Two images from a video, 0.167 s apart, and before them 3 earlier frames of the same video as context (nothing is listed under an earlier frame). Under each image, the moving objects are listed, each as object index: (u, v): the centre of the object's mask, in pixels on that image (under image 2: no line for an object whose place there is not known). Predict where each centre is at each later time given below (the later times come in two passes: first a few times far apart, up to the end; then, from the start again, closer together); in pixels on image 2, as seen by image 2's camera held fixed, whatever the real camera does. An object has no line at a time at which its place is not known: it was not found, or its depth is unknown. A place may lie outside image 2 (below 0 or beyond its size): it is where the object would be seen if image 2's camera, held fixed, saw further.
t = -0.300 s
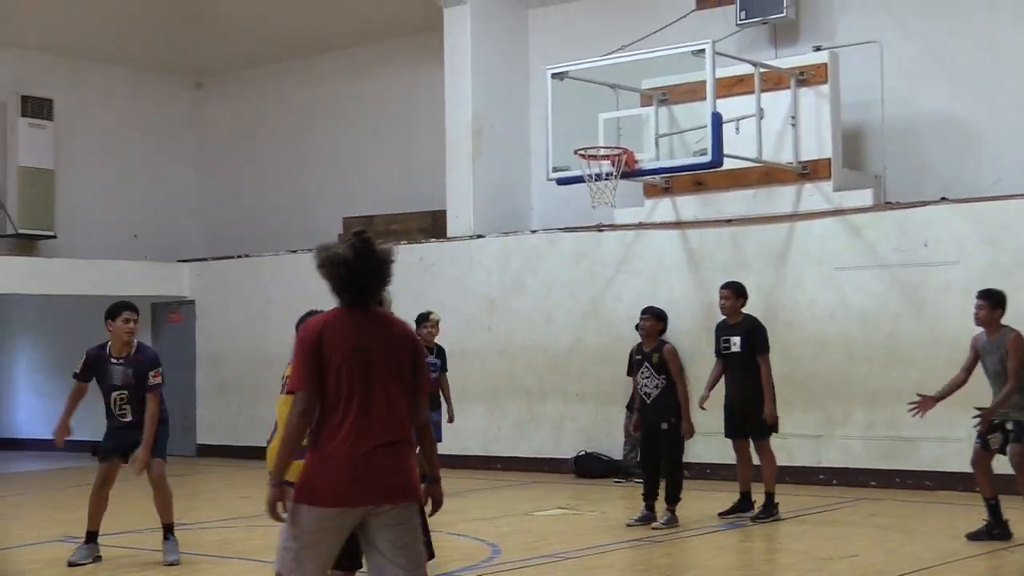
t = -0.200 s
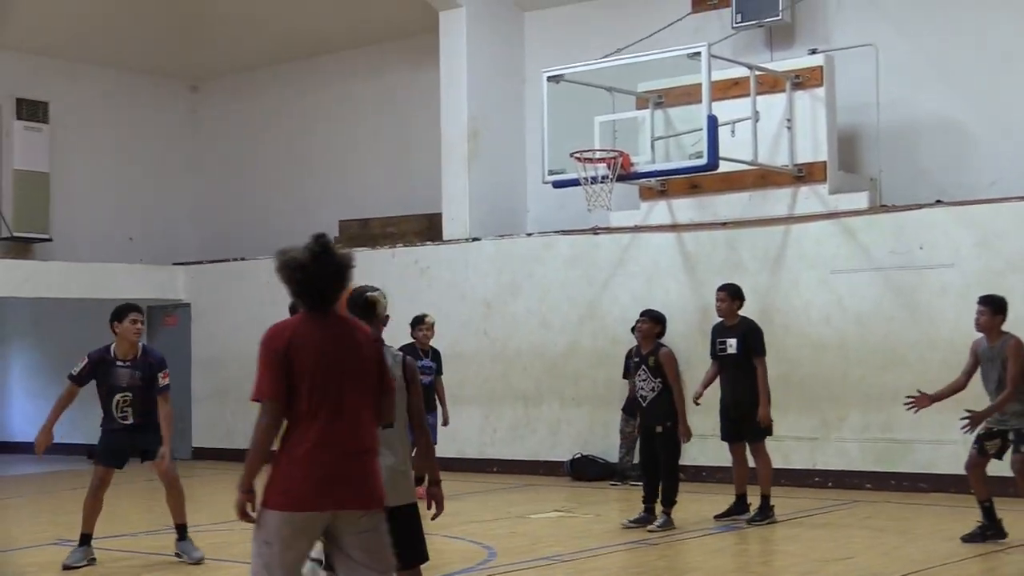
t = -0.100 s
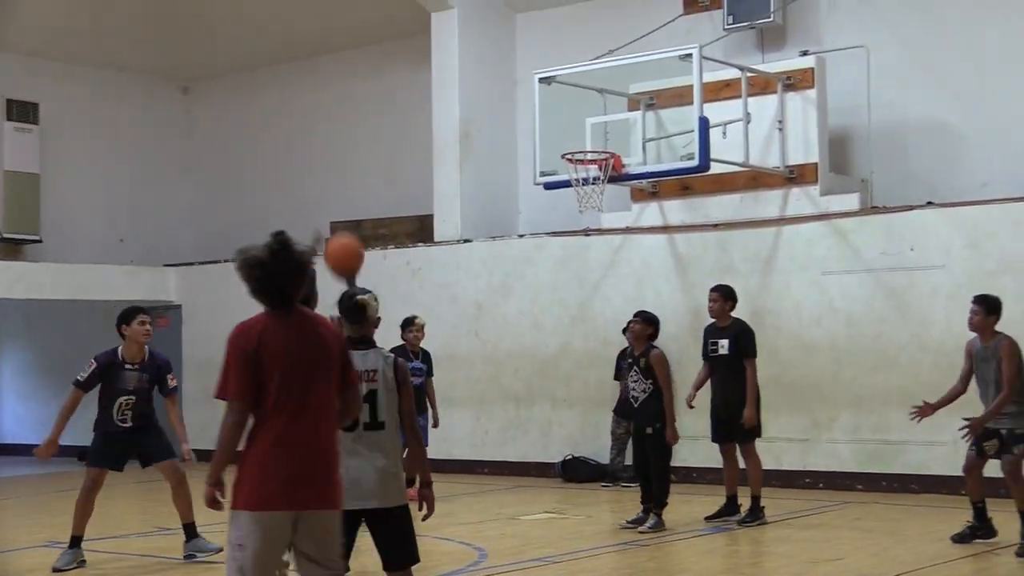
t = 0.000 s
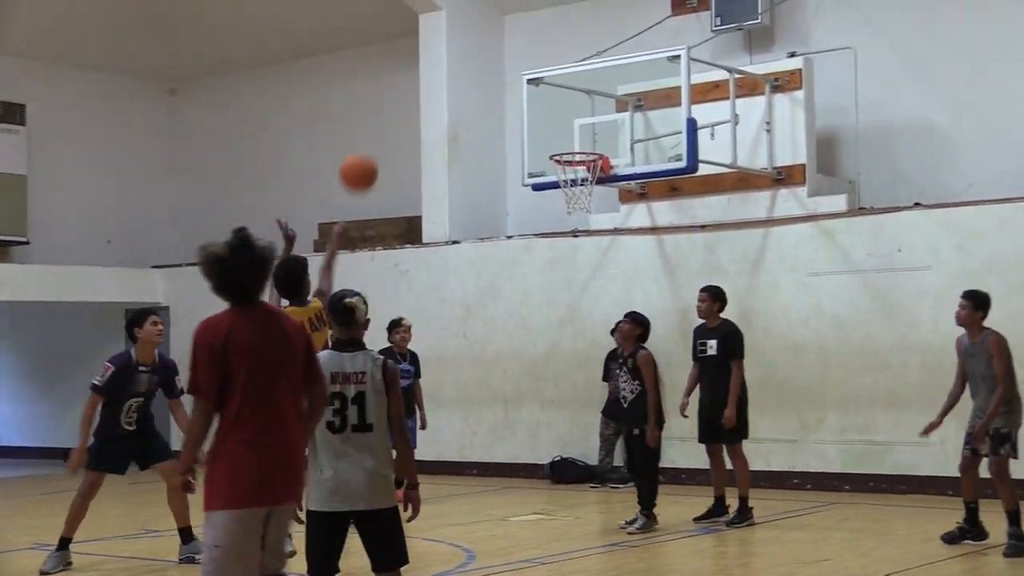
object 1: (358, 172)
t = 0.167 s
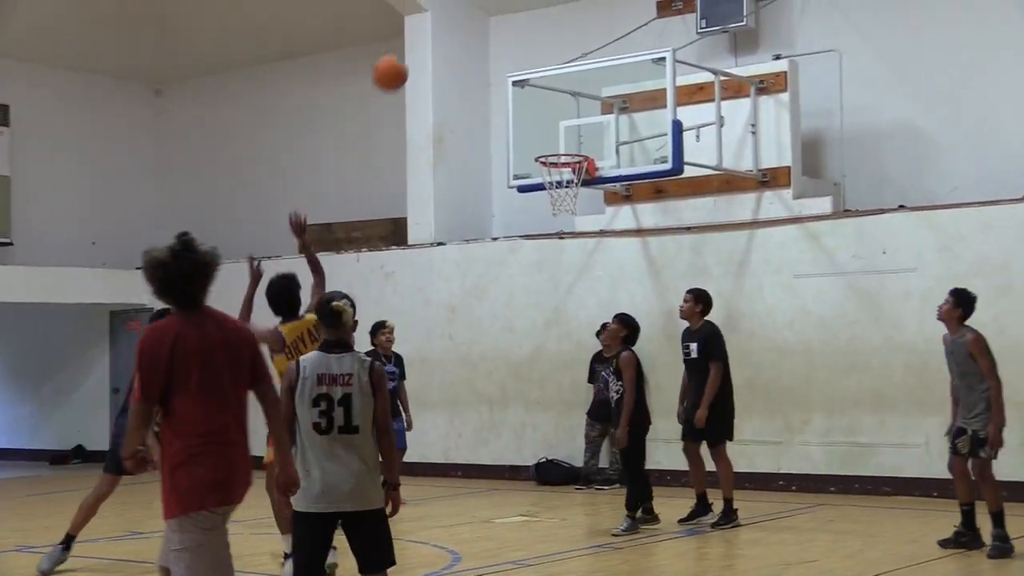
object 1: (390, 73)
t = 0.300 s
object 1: (424, 31)
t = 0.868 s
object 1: (530, 112)
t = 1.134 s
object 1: (581, 128)
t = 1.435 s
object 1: (619, 104)
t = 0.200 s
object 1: (399, 59)
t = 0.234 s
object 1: (407, 49)
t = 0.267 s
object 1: (416, 39)
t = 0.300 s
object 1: (424, 31)
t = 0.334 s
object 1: (432, 24)
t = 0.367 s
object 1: (439, 19)
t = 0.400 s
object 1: (446, 17)
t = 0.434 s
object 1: (453, 15)
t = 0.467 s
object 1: (460, 15)
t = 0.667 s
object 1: (497, 43)
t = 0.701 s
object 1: (502, 52)
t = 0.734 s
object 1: (508, 62)
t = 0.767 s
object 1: (514, 73)
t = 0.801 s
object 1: (519, 85)
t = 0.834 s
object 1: (524, 97)
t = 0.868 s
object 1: (530, 112)
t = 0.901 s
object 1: (535, 126)
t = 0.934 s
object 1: (539, 141)
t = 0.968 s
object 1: (546, 147)
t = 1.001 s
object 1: (554, 149)
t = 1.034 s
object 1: (562, 152)
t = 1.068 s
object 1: (569, 143)
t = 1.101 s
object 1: (574, 136)
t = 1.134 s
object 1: (581, 128)
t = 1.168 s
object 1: (587, 122)
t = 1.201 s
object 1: (593, 117)
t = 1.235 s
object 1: (600, 114)
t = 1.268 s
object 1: (604, 110)
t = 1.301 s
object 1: (607, 106)
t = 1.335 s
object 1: (610, 104)
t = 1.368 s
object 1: (614, 103)
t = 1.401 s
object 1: (616, 103)
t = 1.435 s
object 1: (619, 104)
